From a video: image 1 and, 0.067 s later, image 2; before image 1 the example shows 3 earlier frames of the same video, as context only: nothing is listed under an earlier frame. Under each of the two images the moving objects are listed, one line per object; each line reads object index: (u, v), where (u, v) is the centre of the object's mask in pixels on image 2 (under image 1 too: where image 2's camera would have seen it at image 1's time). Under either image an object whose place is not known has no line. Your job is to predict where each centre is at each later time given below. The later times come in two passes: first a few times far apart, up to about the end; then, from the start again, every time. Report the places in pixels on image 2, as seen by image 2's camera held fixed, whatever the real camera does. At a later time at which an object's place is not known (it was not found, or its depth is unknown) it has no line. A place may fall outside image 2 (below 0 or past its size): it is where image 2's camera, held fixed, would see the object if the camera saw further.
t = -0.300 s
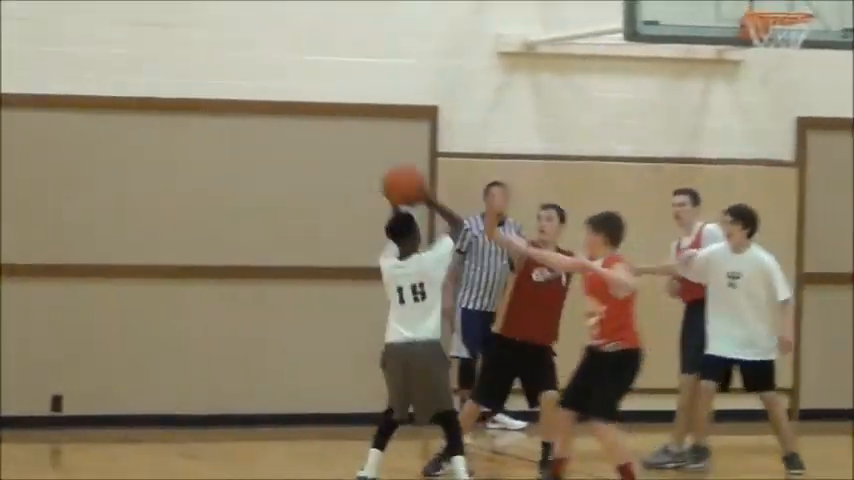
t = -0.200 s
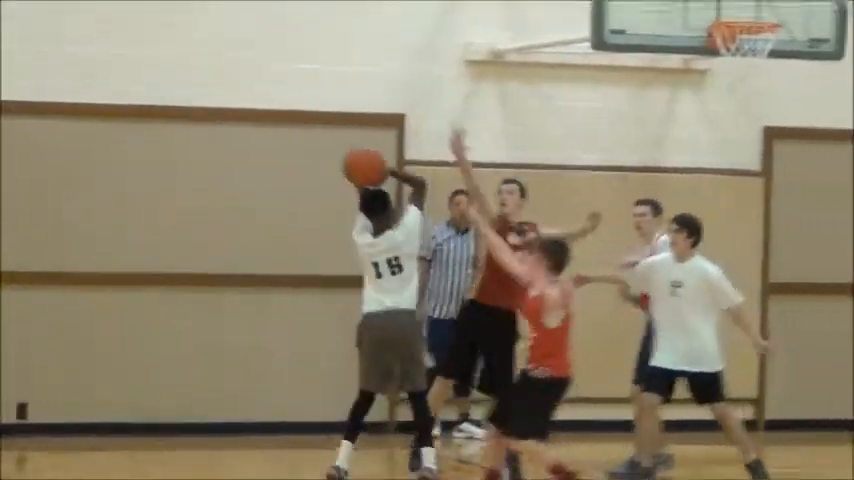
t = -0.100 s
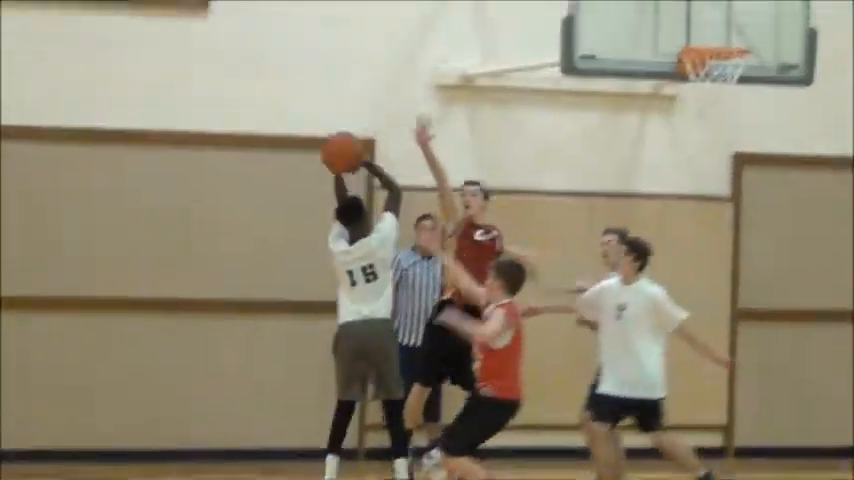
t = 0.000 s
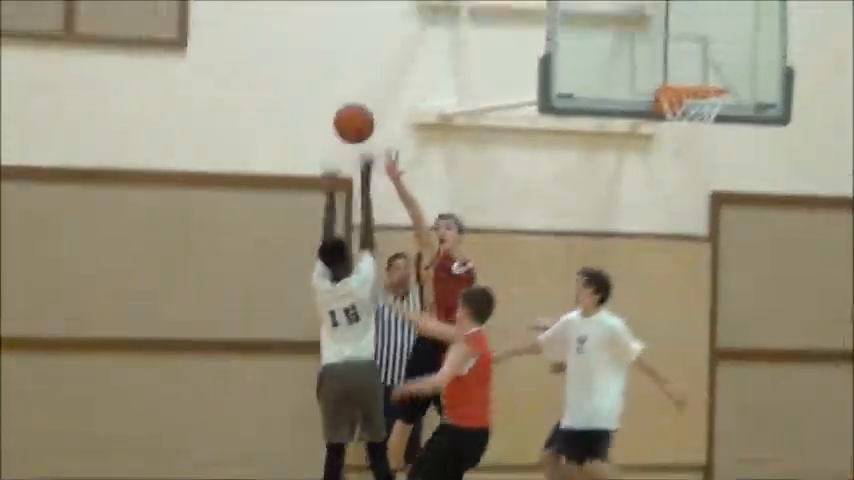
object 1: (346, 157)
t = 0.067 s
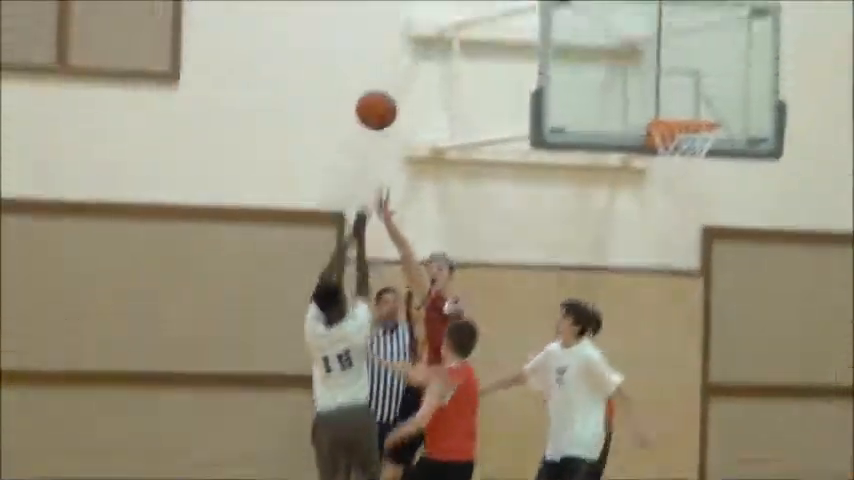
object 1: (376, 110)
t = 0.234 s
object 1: (448, 32)
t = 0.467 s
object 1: (534, 8)
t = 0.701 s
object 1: (609, 65)
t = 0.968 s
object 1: (563, 90)
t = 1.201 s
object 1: (508, 94)
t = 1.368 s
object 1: (465, 146)
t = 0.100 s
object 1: (391, 90)
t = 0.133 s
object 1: (405, 72)
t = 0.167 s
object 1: (420, 57)
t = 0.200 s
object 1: (434, 42)
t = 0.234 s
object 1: (448, 32)
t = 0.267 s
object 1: (461, 23)
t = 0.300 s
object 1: (475, 15)
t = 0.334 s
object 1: (487, 11)
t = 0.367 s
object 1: (499, 8)
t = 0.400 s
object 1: (511, 6)
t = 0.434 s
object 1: (522, 6)
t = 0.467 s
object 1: (534, 8)
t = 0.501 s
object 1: (544, 13)
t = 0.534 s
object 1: (556, 17)
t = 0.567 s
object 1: (568, 24)
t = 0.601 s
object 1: (579, 31)
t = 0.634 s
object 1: (589, 41)
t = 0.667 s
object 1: (599, 52)
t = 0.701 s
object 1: (609, 65)
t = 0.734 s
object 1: (619, 79)
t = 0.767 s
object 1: (628, 94)
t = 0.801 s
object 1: (637, 109)
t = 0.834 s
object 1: (631, 111)
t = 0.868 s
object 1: (614, 104)
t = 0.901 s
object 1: (596, 99)
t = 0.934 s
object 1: (577, 94)
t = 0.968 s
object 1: (563, 90)
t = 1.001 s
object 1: (556, 86)
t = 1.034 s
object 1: (548, 84)
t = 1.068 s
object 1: (540, 82)
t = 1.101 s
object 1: (532, 83)
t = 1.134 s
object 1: (524, 85)
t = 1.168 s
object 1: (516, 88)
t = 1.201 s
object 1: (508, 94)
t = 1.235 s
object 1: (500, 100)
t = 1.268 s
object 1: (491, 109)
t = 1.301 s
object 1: (482, 119)
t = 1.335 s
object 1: (473, 132)
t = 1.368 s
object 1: (465, 146)
